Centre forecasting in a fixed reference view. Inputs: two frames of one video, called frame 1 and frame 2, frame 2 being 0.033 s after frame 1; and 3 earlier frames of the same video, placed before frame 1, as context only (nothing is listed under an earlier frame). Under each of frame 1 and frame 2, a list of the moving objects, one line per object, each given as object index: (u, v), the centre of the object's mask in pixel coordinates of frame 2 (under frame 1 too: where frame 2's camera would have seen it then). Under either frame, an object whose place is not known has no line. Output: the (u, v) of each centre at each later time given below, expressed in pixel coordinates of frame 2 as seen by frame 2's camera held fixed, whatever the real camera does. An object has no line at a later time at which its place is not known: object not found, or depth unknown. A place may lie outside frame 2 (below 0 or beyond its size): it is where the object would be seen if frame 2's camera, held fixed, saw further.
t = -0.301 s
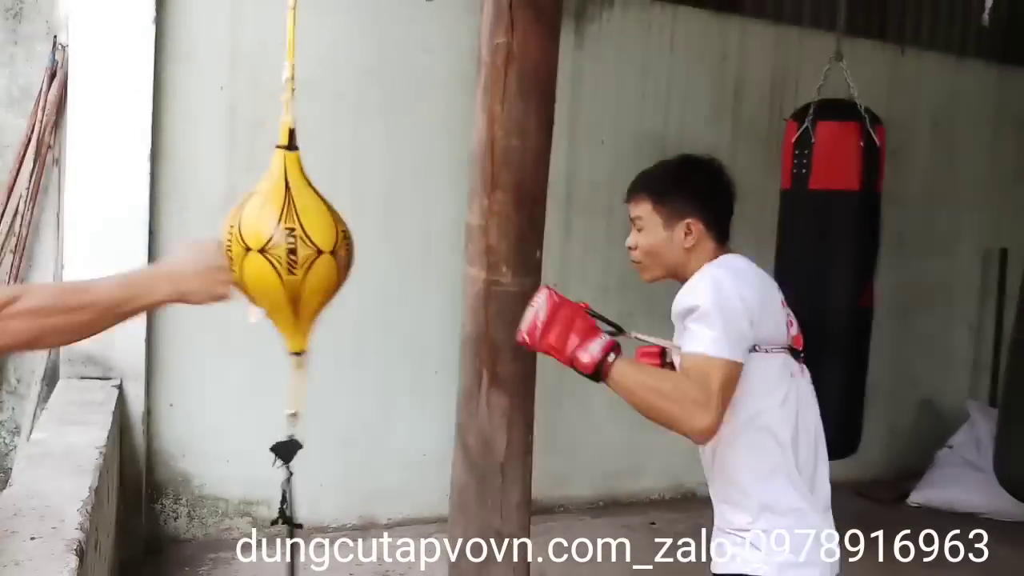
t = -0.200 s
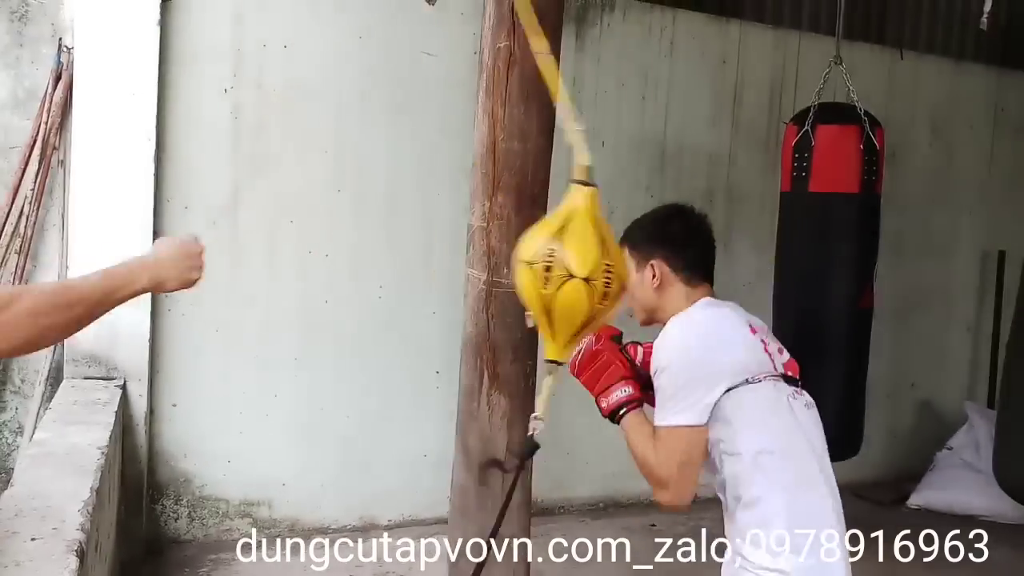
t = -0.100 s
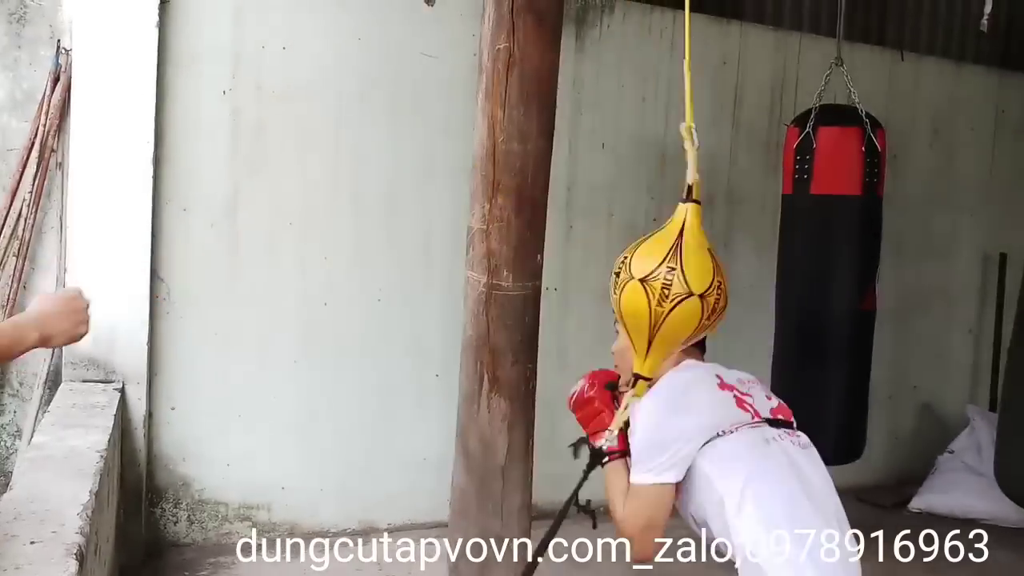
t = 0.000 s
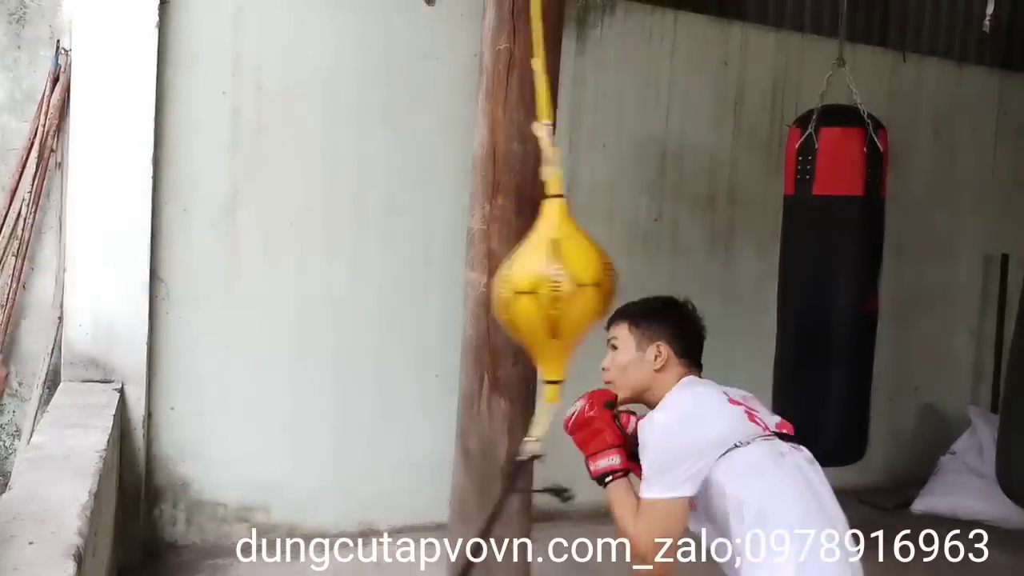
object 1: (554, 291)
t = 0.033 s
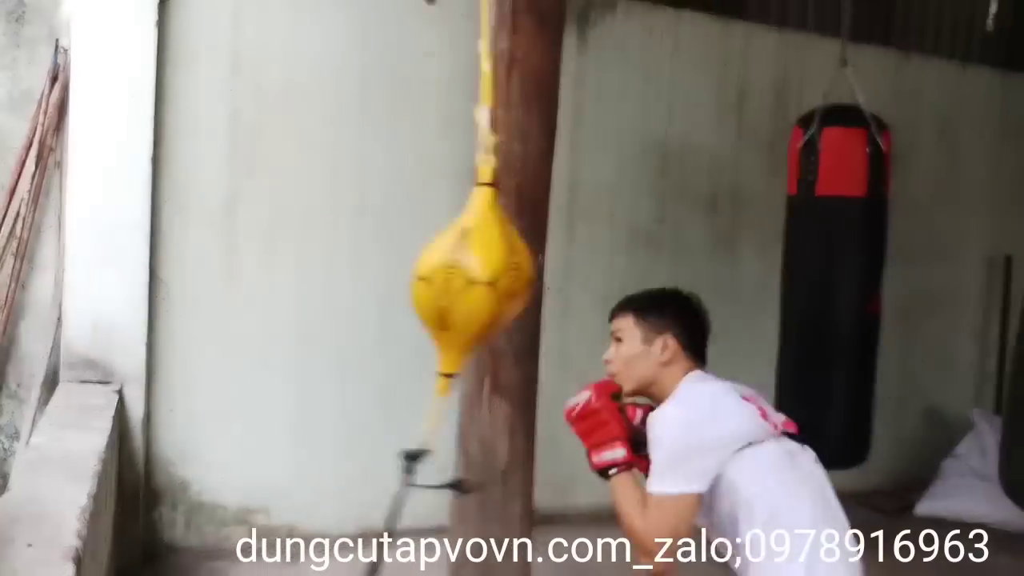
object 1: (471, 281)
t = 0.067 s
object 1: (373, 261)
